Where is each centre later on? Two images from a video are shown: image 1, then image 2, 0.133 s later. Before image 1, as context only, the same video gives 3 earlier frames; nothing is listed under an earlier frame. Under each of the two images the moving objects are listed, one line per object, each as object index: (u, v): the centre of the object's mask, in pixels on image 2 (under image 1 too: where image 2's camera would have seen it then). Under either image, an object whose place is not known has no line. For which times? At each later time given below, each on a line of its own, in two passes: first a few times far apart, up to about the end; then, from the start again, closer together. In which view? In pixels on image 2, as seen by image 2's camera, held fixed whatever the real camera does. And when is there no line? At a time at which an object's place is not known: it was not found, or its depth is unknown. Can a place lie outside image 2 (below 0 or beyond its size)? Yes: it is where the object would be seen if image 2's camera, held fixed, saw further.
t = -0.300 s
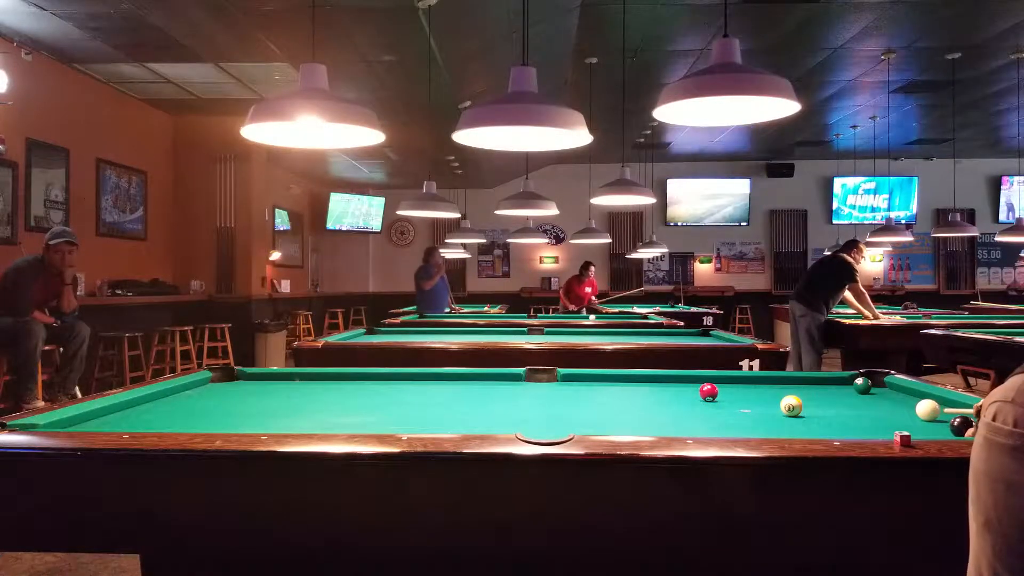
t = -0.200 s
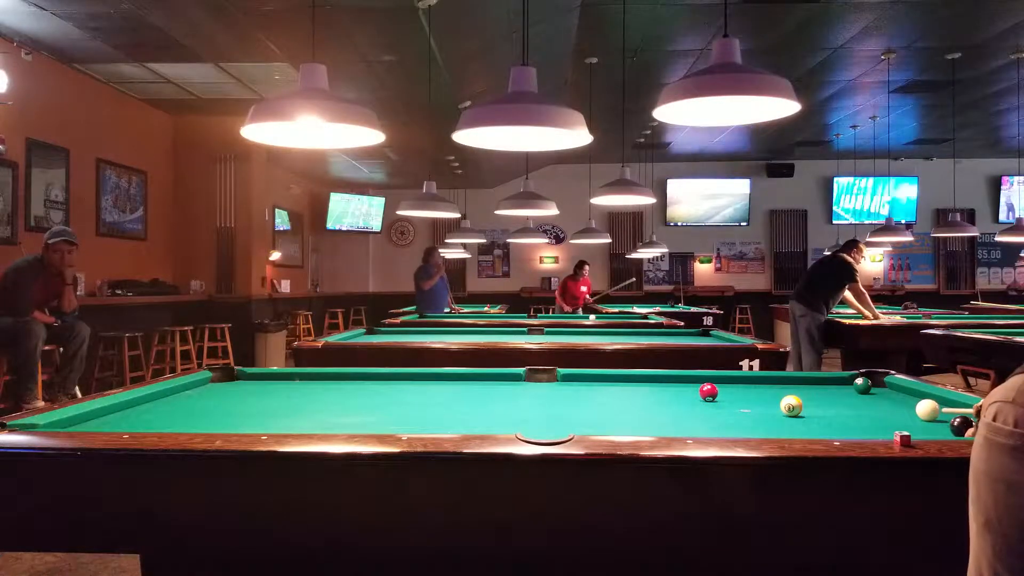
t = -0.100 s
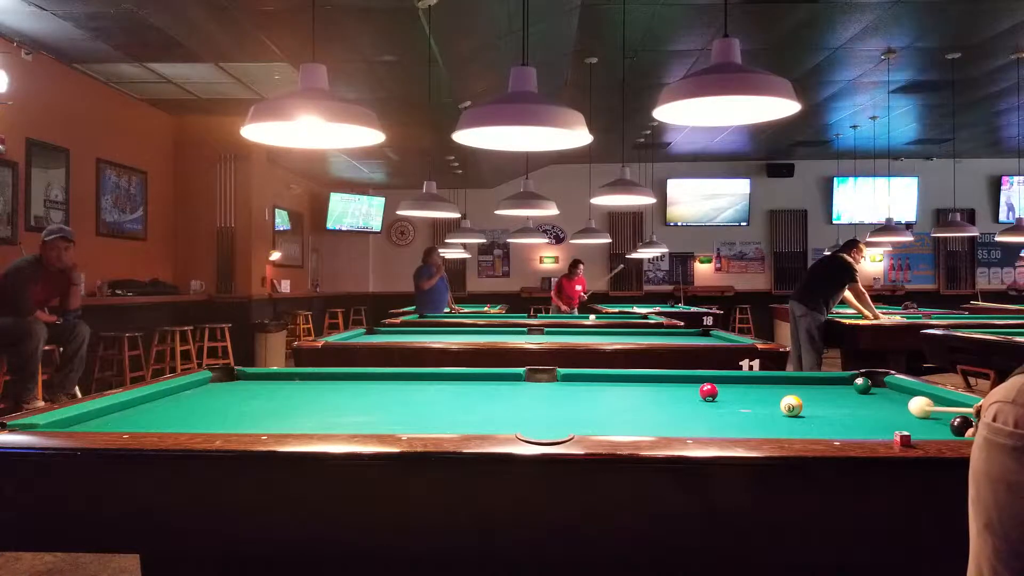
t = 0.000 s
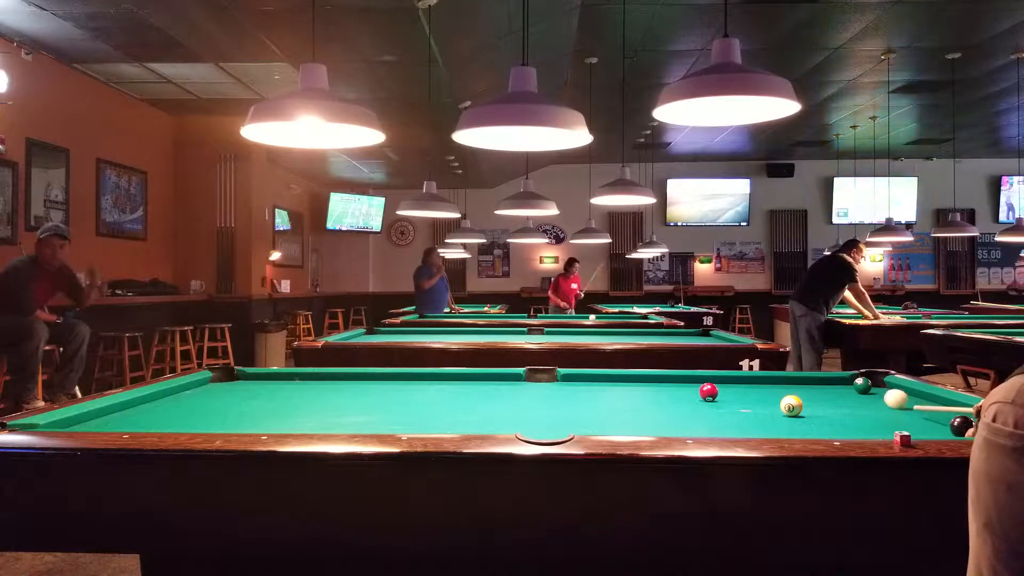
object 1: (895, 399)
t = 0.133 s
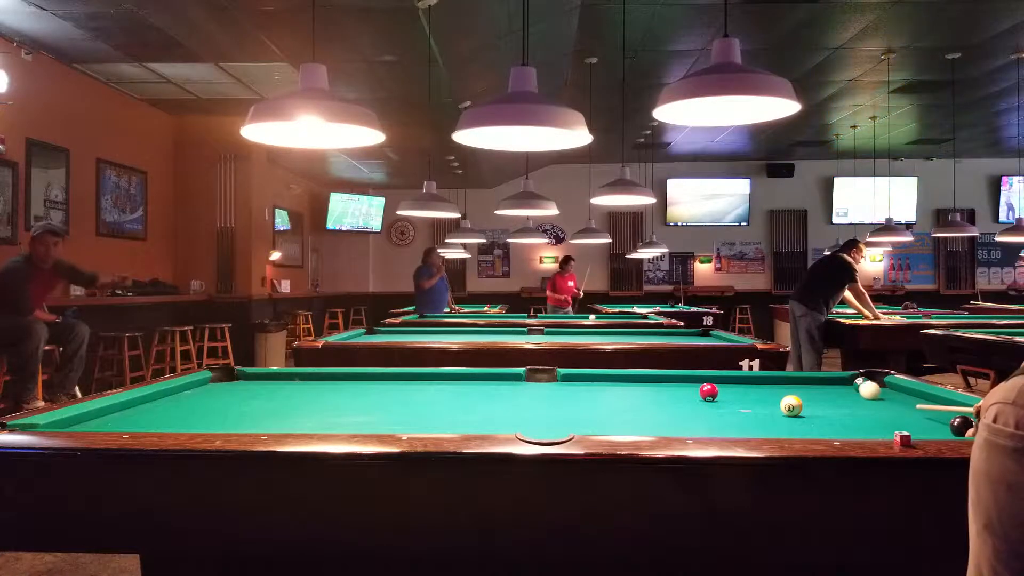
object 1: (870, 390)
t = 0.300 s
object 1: (836, 385)
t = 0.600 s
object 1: (781, 378)
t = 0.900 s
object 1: (756, 381)
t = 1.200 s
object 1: (731, 383)
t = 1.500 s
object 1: (705, 382)
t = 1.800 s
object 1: (683, 389)
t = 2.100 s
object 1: (658, 391)
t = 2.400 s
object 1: (634, 394)
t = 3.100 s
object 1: (582, 401)
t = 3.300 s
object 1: (567, 403)
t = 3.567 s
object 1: (548, 404)
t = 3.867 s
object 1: (529, 407)
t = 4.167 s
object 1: (511, 409)
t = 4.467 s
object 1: (495, 411)
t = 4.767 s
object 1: (480, 413)
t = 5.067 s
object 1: (467, 415)
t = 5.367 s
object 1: (456, 416)
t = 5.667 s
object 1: (447, 417)
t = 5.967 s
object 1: (440, 419)
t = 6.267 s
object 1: (434, 419)
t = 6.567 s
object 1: (431, 419)
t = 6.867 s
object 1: (431, 420)
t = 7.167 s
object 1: (431, 420)
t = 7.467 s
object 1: (431, 420)
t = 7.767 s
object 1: (431, 420)
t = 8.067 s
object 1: (431, 420)
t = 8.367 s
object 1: (431, 419)
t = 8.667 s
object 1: (431, 419)
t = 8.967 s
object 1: (431, 419)
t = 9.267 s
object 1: (431, 419)
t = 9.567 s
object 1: (431, 419)
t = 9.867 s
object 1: (431, 419)
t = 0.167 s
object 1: (864, 388)
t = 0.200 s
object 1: (857, 387)
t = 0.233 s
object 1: (850, 386)
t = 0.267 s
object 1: (843, 386)
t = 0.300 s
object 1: (836, 385)
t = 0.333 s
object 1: (829, 384)
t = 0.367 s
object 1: (823, 383)
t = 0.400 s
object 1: (817, 382)
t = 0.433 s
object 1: (811, 382)
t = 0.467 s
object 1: (805, 381)
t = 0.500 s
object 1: (799, 380)
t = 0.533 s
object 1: (793, 380)
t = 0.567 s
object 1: (787, 379)
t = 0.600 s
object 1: (781, 378)
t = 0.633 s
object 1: (778, 378)
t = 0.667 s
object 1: (775, 379)
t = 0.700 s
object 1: (772, 379)
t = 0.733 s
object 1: (770, 379)
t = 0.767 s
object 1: (767, 379)
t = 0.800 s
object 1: (764, 380)
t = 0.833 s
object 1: (762, 380)
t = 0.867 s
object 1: (759, 380)
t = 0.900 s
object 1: (756, 381)
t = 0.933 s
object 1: (753, 381)
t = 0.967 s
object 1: (751, 381)
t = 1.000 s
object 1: (748, 382)
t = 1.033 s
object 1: (745, 382)
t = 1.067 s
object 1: (742, 382)
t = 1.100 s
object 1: (740, 383)
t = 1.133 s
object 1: (737, 383)
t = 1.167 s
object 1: (734, 383)
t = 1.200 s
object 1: (731, 383)
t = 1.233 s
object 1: (728, 384)
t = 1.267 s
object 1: (726, 384)
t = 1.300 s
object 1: (724, 384)
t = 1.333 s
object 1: (721, 384)
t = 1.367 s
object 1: (719, 384)
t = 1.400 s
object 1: (717, 383)
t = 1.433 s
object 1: (714, 382)
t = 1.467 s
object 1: (710, 382)
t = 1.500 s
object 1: (705, 382)
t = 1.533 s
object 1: (701, 383)
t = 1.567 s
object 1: (699, 384)
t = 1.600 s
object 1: (696, 386)
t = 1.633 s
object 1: (694, 387)
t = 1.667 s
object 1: (692, 388)
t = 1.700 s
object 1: (690, 388)
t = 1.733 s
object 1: (688, 389)
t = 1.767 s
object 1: (685, 389)
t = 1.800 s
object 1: (683, 389)
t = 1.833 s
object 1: (680, 389)
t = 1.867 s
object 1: (677, 389)
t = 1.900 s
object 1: (674, 390)
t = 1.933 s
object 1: (672, 390)
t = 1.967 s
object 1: (669, 390)
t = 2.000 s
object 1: (666, 390)
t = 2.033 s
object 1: (664, 390)
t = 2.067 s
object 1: (661, 391)
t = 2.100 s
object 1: (658, 391)
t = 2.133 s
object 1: (656, 392)
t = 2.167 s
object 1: (653, 392)
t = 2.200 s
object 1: (650, 392)
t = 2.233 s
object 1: (648, 393)
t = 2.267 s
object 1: (645, 393)
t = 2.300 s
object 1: (642, 393)
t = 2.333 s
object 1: (639, 394)
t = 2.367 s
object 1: (637, 394)
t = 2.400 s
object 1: (634, 394)
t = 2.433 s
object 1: (627, 394)
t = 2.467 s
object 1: (631, 395)
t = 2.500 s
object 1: (627, 395)
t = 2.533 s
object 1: (624, 395)
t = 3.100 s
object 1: (582, 401)
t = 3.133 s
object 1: (579, 401)
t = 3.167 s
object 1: (576, 401)
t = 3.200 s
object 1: (574, 402)
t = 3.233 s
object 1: (572, 402)
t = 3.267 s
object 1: (569, 402)
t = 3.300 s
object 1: (567, 403)
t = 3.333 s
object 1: (565, 403)
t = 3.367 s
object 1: (562, 403)
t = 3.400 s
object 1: (560, 403)
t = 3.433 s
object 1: (557, 403)
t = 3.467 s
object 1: (556, 404)
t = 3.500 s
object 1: (553, 404)
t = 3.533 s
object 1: (551, 404)
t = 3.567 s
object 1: (548, 404)
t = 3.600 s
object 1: (546, 405)
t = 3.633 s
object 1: (544, 405)
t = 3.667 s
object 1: (542, 405)
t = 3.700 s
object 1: (540, 406)
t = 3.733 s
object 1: (538, 406)
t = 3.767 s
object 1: (536, 406)
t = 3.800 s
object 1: (533, 407)
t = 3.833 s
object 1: (531, 407)
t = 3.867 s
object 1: (529, 407)
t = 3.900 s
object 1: (527, 407)
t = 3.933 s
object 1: (525, 407)
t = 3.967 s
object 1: (523, 408)
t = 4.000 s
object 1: (521, 408)
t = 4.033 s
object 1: (519, 408)
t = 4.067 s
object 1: (517, 408)
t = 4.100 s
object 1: (515, 409)
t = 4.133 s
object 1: (513, 409)
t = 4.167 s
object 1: (511, 409)
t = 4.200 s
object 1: (509, 409)
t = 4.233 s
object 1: (507, 409)
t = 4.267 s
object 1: (506, 409)
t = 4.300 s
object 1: (504, 410)
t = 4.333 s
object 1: (502, 410)
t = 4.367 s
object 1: (500, 410)
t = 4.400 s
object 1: (499, 411)
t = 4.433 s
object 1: (497, 411)
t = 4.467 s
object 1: (495, 411)
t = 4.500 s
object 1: (493, 411)
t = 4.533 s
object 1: (491, 412)
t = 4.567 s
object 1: (490, 412)
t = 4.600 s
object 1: (488, 412)
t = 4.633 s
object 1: (486, 412)
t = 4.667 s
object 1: (485, 412)
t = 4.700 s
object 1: (483, 413)
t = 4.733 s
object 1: (482, 413)
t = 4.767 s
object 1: (480, 413)
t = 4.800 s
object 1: (479, 413)
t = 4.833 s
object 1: (477, 413)
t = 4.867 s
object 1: (476, 413)
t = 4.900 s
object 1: (474, 414)
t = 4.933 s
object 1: (473, 414)
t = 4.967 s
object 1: (471, 414)
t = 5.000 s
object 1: (470, 414)
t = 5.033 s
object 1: (468, 415)
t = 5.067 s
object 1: (467, 415)
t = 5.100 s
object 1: (466, 415)
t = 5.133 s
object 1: (464, 415)
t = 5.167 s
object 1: (463, 415)
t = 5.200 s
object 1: (462, 416)
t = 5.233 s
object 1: (461, 416)
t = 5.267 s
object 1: (459, 416)
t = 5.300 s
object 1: (458, 416)
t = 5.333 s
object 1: (457, 416)
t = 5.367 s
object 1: (456, 416)
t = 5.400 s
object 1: (455, 417)
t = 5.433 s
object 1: (454, 417)
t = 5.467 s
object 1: (453, 417)
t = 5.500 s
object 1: (452, 417)
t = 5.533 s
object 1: (451, 417)
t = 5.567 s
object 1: (450, 417)
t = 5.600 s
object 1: (449, 418)
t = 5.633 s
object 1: (448, 417)
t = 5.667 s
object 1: (447, 417)
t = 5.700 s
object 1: (446, 418)
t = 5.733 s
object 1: (445, 418)
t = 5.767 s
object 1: (444, 418)
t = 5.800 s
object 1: (443, 418)
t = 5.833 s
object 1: (442, 418)
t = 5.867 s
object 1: (442, 418)
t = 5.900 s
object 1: (441, 418)
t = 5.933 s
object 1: (440, 419)
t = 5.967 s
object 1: (440, 419)
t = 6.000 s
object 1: (439, 419)
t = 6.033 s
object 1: (438, 419)
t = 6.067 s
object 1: (438, 419)
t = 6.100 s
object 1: (437, 419)
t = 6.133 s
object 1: (437, 419)
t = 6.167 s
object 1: (436, 419)
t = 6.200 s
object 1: (436, 419)
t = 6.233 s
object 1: (435, 419)
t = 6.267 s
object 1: (434, 419)
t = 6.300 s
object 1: (434, 419)
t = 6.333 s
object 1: (434, 419)
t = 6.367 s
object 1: (433, 419)
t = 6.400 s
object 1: (433, 419)
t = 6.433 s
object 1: (433, 419)
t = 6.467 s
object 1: (432, 419)
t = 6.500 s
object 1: (432, 419)
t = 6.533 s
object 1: (432, 419)
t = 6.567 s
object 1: (431, 419)
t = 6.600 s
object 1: (431, 419)
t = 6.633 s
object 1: (431, 419)
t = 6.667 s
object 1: (431, 419)
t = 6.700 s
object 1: (431, 419)
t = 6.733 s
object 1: (431, 420)
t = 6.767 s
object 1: (431, 419)
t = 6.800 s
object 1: (431, 420)
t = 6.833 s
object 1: (431, 420)
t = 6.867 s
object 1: (431, 420)
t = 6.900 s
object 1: (431, 420)
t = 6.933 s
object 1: (431, 419)
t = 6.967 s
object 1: (431, 419)
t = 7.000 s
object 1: (431, 420)
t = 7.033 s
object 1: (431, 420)
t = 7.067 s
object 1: (431, 420)
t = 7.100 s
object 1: (431, 420)
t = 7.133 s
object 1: (431, 420)
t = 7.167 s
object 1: (431, 420)
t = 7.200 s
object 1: (431, 420)
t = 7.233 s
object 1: (431, 420)
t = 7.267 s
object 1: (431, 420)
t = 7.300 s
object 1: (431, 420)
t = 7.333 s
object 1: (431, 420)
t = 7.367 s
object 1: (431, 420)
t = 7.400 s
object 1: (431, 420)
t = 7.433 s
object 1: (431, 420)
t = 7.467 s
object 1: (431, 420)
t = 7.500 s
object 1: (431, 420)
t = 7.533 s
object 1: (431, 420)
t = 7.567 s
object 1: (431, 420)
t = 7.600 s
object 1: (431, 420)
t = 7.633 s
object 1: (431, 419)
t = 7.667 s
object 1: (431, 420)
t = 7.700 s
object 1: (431, 420)
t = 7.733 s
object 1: (431, 420)
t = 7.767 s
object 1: (431, 420)
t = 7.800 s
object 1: (431, 420)
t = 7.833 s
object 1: (431, 420)
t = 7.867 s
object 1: (431, 420)
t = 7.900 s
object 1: (431, 420)
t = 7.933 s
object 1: (431, 420)
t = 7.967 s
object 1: (431, 420)
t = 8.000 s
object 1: (431, 420)
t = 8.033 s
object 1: (431, 420)
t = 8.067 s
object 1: (431, 420)
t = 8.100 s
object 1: (431, 420)
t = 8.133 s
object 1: (431, 420)
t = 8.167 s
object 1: (431, 420)
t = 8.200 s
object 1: (431, 420)
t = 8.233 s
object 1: (431, 420)
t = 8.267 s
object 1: (431, 420)
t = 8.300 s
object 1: (431, 420)
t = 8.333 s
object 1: (431, 420)
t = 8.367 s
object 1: (431, 419)
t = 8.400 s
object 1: (431, 420)
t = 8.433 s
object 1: (431, 420)
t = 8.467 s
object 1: (431, 419)
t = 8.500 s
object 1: (431, 420)
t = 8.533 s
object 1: (431, 419)
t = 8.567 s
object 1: (431, 419)
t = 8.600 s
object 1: (431, 419)
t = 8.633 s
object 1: (431, 419)
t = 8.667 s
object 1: (431, 419)
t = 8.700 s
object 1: (431, 419)
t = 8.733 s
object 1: (431, 419)
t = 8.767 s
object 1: (431, 419)
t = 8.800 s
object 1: (431, 419)
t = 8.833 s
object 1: (431, 419)
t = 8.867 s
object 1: (431, 419)
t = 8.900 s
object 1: (431, 419)
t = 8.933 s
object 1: (431, 419)
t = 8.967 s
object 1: (431, 419)
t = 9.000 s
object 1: (431, 419)
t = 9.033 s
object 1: (431, 419)
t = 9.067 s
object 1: (431, 419)
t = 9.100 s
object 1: (431, 419)
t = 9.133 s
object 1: (431, 419)
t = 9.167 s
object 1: (431, 419)
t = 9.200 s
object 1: (431, 419)
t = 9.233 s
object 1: (431, 419)
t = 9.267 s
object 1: (431, 419)
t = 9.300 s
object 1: (431, 419)
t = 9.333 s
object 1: (431, 419)
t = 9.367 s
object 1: (431, 419)
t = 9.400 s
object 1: (431, 419)
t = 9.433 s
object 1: (431, 419)
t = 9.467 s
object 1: (431, 419)
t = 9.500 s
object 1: (431, 419)
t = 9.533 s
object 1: (431, 419)
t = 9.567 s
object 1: (431, 419)
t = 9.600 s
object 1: (431, 419)
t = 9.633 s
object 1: (431, 419)
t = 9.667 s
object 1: (431, 419)
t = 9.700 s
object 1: (431, 419)
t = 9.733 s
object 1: (431, 419)
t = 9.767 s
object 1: (431, 419)
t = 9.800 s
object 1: (431, 419)
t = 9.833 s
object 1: (431, 419)
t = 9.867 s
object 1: (431, 419)
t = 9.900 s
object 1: (431, 419)
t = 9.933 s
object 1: (431, 419)
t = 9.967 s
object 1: (431, 420)
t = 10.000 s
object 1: (431, 419)
